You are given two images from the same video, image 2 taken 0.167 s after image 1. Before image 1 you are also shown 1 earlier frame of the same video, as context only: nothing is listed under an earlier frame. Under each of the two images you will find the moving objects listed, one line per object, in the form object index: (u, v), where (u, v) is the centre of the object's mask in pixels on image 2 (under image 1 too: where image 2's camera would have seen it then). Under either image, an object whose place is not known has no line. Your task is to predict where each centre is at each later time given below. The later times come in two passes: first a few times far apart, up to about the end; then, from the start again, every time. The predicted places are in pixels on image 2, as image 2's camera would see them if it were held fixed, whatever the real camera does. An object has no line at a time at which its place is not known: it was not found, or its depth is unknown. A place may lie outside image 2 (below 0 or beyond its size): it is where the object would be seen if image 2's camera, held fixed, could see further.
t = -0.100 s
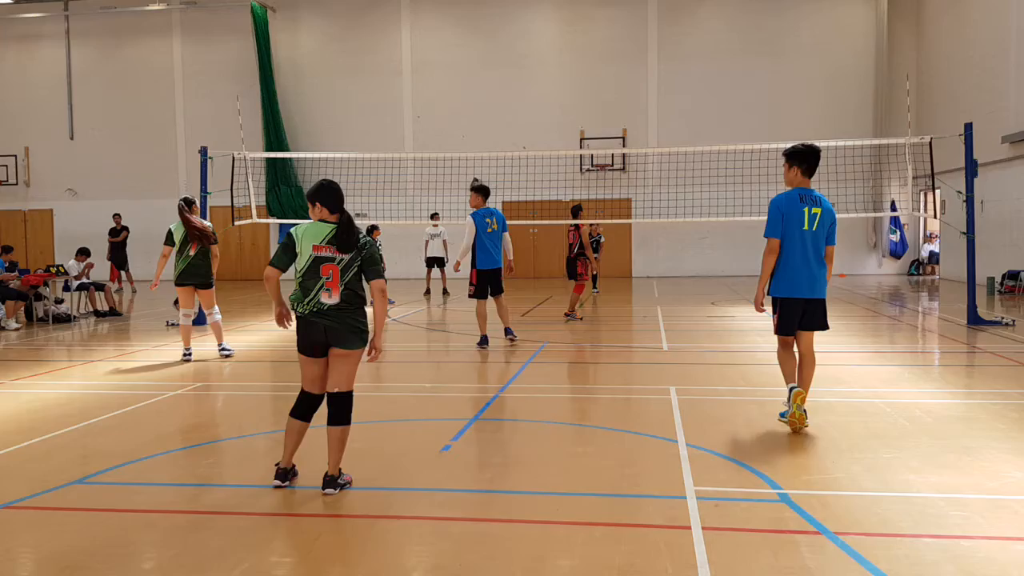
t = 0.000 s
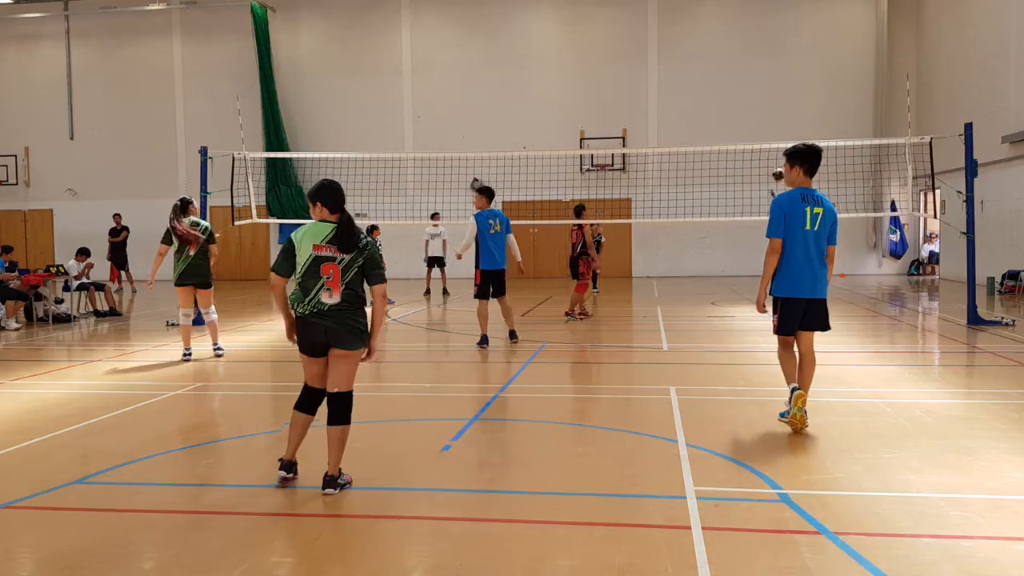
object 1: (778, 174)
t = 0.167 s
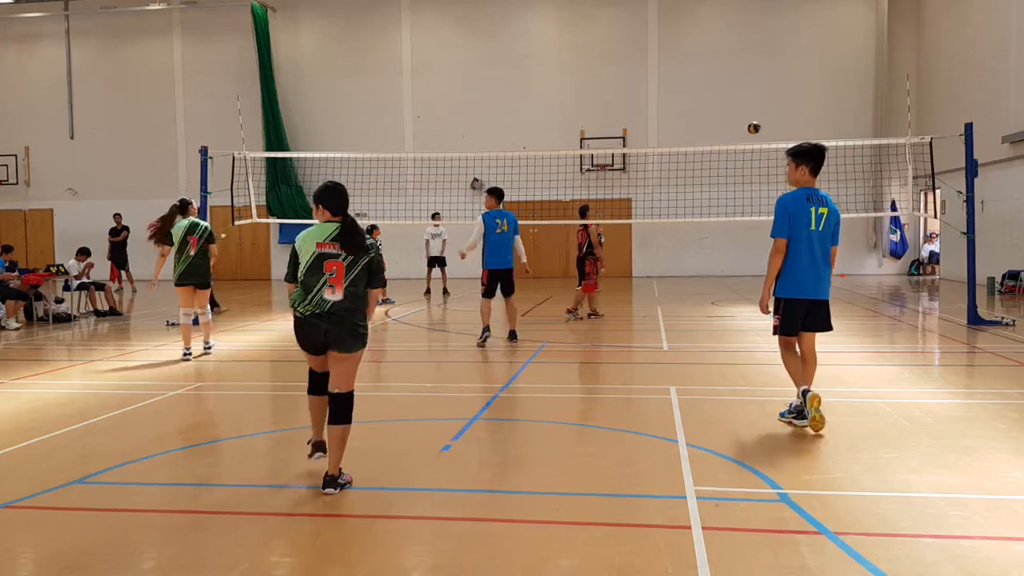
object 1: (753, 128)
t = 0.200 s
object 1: (748, 120)
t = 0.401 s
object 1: (719, 89)
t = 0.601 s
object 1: (688, 80)
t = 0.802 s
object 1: (656, 98)
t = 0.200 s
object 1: (748, 120)
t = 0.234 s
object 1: (744, 113)
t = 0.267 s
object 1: (739, 106)
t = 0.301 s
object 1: (734, 101)
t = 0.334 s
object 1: (729, 96)
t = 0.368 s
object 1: (724, 92)
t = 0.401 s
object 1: (719, 89)
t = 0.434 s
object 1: (714, 86)
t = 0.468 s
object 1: (709, 83)
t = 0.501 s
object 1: (704, 81)
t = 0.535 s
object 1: (698, 80)
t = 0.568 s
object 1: (693, 80)
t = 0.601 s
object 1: (688, 80)
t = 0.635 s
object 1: (683, 81)
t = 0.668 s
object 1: (678, 83)
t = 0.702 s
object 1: (673, 86)
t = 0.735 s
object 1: (667, 89)
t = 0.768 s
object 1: (662, 93)
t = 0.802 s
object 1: (656, 98)
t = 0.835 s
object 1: (651, 103)
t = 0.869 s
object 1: (646, 110)
